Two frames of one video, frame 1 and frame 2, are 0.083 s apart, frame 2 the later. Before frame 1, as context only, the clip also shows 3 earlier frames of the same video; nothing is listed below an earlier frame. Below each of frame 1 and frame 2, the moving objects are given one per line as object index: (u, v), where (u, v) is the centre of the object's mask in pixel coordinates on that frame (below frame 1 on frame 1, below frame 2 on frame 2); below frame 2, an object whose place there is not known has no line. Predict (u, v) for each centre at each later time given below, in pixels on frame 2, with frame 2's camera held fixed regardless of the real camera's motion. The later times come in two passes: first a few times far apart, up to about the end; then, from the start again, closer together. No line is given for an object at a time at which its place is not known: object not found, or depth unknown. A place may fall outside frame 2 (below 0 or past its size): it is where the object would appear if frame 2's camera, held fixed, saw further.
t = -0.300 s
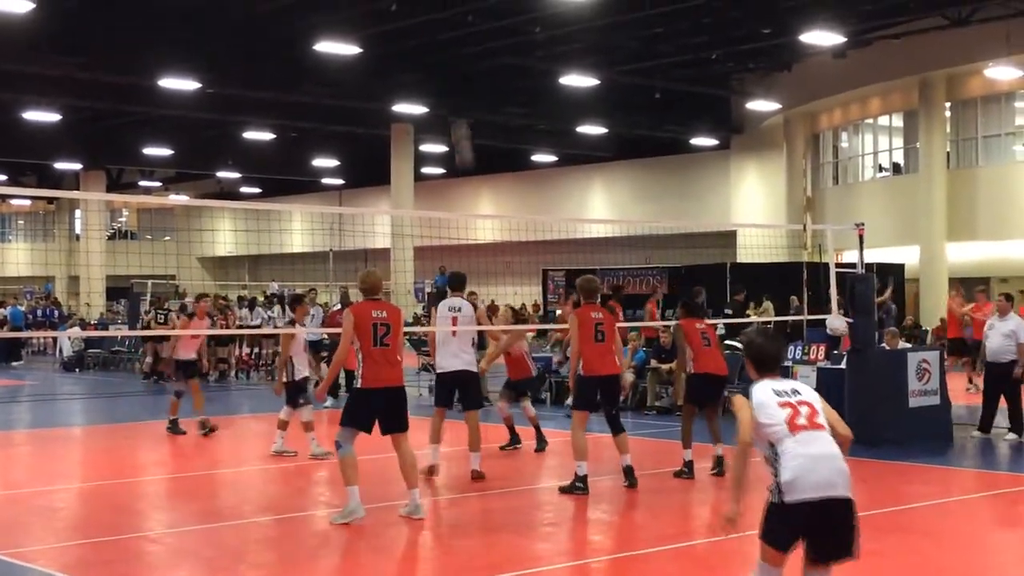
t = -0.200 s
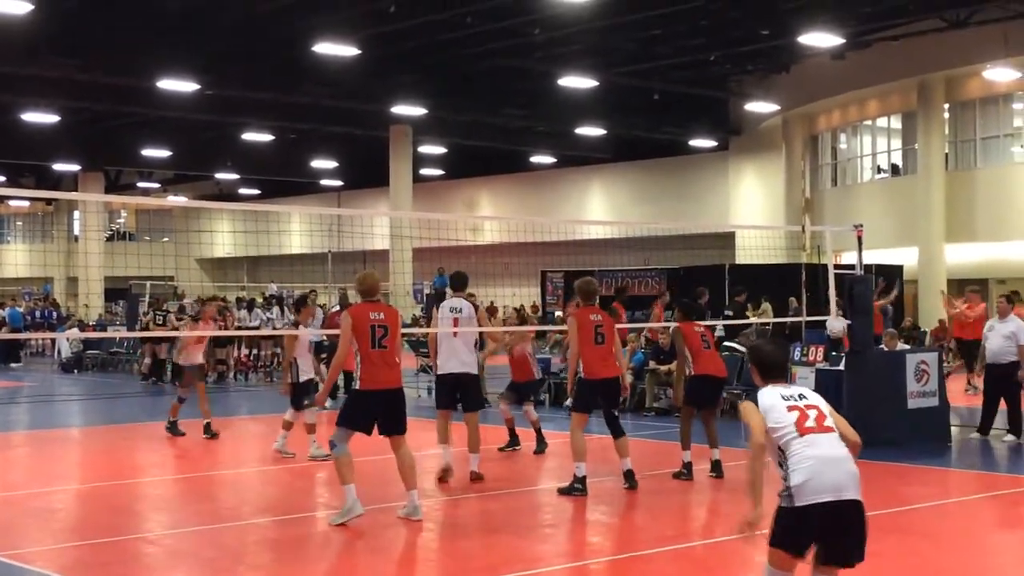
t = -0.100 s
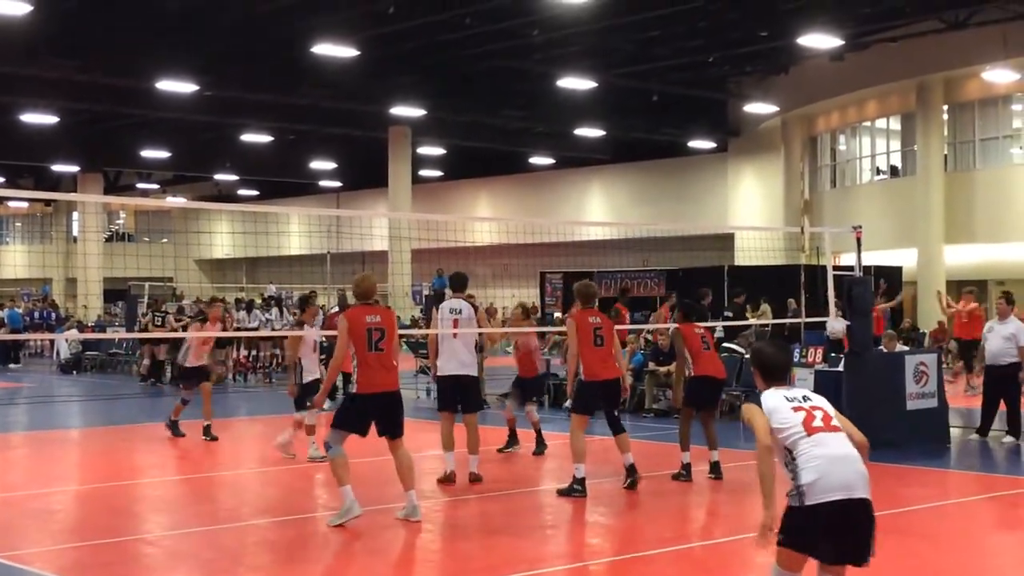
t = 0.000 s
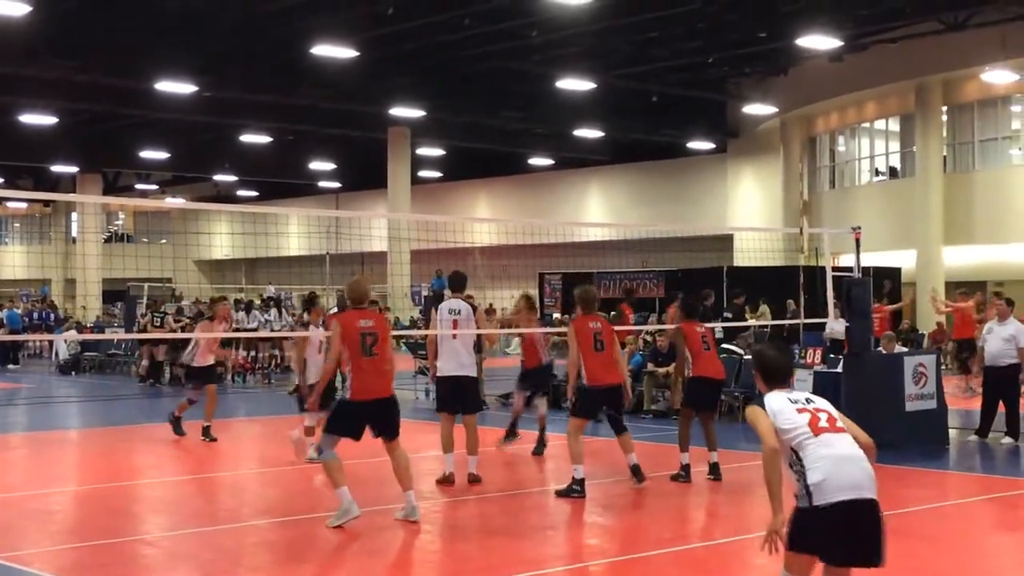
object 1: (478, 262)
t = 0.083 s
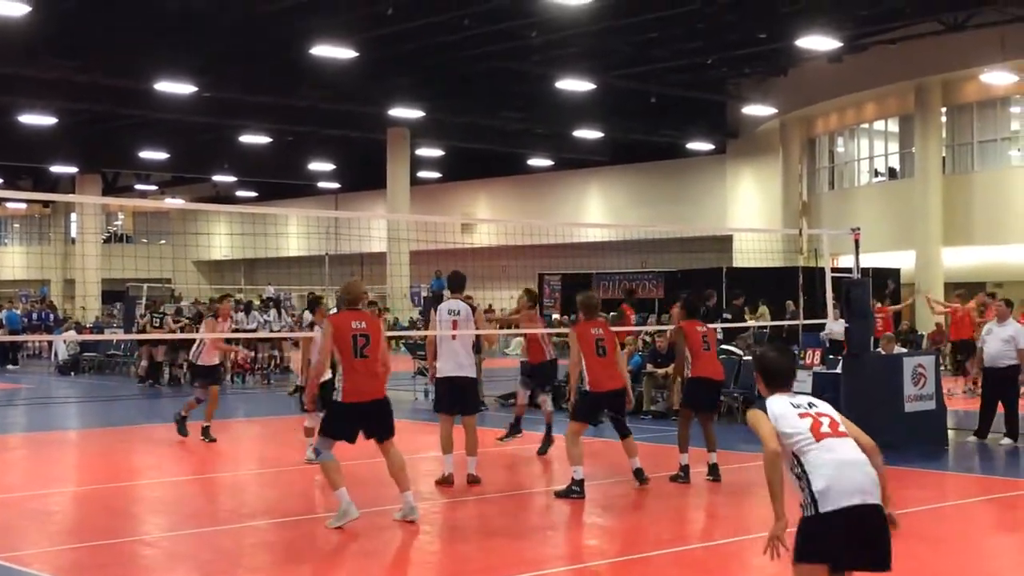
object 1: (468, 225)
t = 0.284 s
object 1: (439, 120)
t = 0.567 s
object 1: (403, 37)
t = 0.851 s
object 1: (366, 25)
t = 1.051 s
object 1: (340, 64)
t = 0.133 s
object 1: (457, 177)
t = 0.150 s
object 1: (456, 179)
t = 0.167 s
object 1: (454, 168)
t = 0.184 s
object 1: (453, 166)
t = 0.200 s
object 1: (452, 159)
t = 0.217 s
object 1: (450, 149)
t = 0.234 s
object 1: (447, 140)
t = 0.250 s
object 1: (444, 133)
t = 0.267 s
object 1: (442, 127)
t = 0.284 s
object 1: (439, 120)
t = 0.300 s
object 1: (437, 113)
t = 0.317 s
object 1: (435, 107)
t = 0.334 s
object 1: (433, 100)
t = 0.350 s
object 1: (431, 94)
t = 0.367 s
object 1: (429, 88)
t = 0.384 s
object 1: (427, 82)
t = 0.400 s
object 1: (424, 76)
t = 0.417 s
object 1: (423, 71)
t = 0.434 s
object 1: (420, 67)
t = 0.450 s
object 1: (418, 62)
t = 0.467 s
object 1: (416, 57)
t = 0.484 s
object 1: (414, 53)
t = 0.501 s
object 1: (412, 49)
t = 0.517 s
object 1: (409, 46)
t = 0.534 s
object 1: (407, 43)
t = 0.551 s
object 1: (405, 39)
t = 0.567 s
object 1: (403, 37)
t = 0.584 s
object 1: (401, 33)
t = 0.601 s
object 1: (398, 31)
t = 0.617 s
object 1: (396, 29)
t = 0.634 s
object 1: (394, 27)
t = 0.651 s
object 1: (392, 25)
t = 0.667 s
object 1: (390, 24)
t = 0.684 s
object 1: (388, 23)
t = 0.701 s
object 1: (385, 22)
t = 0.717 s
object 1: (384, 22)
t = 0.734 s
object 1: (381, 21)
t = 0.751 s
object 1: (380, 21)
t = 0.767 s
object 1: (378, 21)
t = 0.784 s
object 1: (375, 21)
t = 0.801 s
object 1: (373, 22)
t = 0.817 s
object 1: (371, 23)
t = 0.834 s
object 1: (369, 24)
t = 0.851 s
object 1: (366, 25)
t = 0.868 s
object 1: (364, 27)
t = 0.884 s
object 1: (362, 29)
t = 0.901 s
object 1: (360, 31)
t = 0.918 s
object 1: (357, 33)
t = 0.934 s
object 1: (355, 35)
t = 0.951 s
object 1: (353, 37)
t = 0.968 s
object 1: (352, 40)
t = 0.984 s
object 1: (350, 43)
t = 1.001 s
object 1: (349, 47)
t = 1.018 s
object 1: (346, 52)
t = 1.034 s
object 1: (347, 53)
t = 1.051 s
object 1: (340, 64)
